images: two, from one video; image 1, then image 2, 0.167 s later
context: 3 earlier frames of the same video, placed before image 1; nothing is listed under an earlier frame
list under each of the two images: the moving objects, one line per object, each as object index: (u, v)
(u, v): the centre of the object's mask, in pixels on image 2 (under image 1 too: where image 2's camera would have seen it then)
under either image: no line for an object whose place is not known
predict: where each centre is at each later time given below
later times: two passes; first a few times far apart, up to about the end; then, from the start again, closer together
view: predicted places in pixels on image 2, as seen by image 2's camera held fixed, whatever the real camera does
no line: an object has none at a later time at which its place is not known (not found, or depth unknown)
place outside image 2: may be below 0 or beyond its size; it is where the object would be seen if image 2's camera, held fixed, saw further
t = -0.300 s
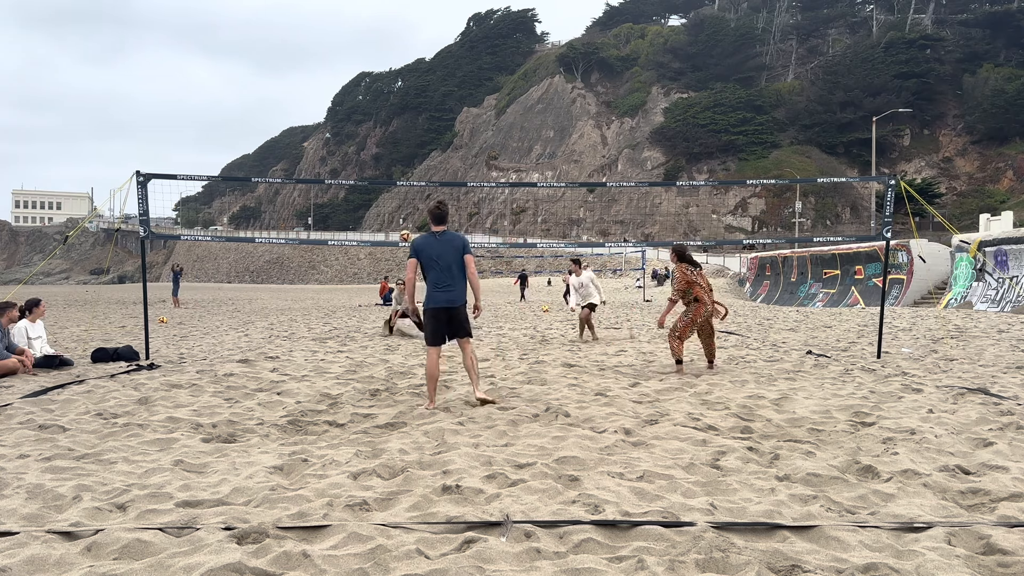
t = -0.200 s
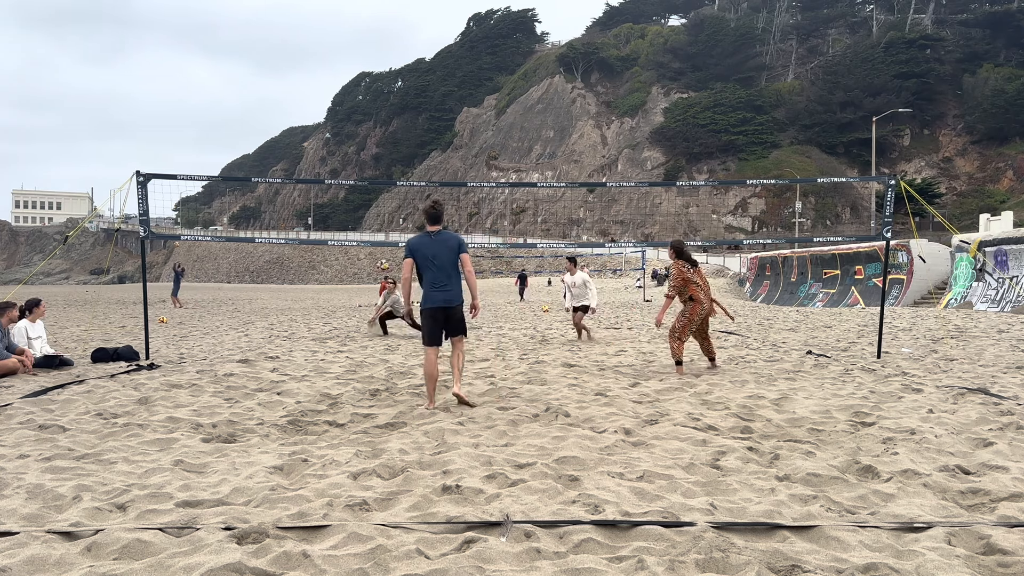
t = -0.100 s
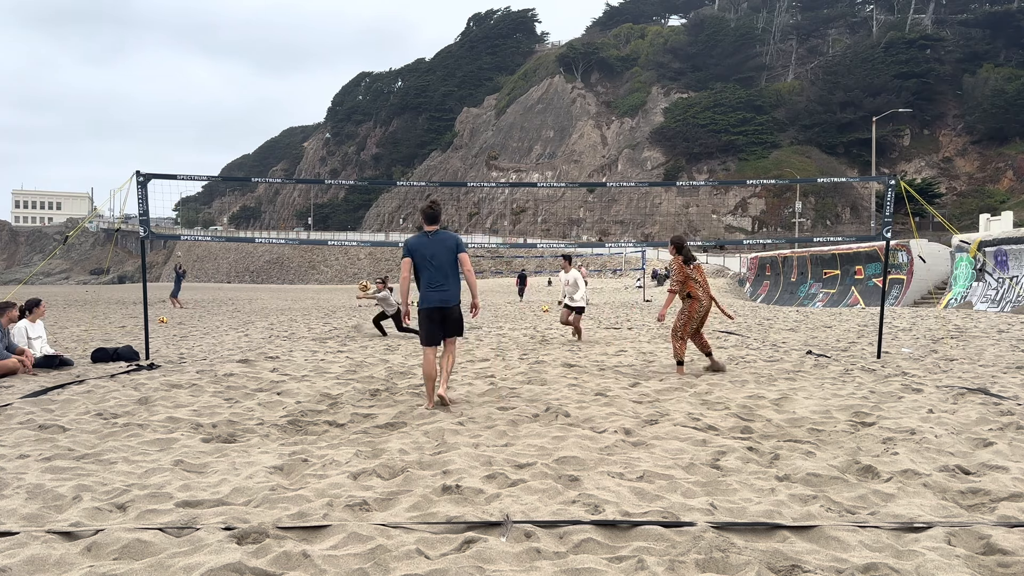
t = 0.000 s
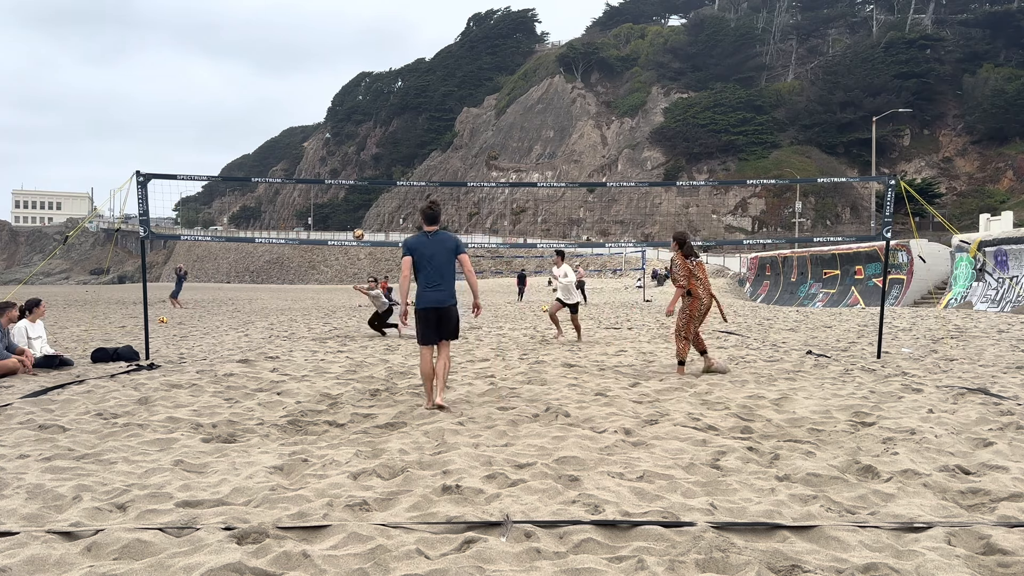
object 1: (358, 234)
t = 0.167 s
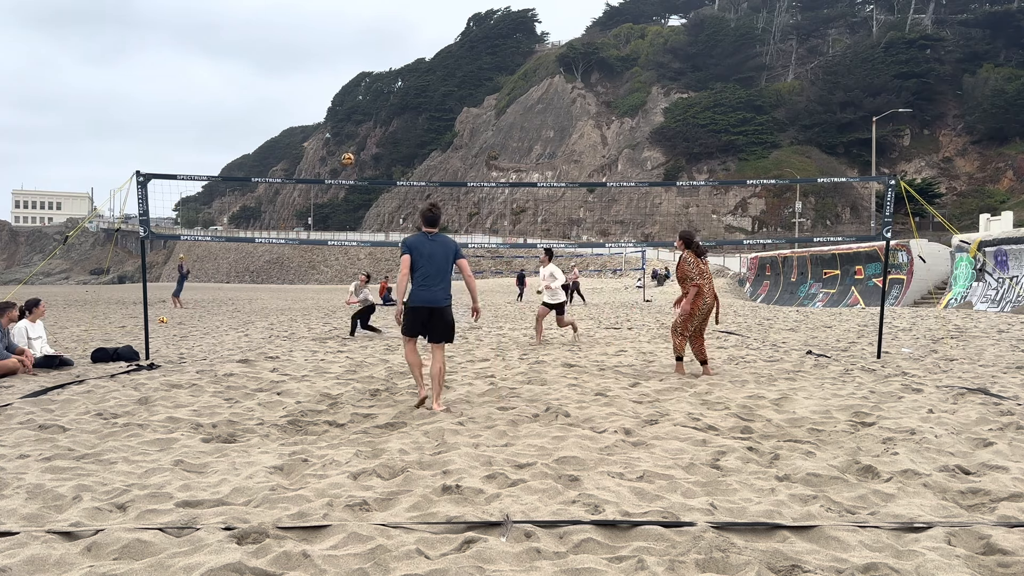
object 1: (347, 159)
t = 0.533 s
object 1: (325, 42)
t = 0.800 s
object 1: (310, 5)
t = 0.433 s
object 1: (331, 66)
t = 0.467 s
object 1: (329, 58)
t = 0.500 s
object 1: (327, 50)
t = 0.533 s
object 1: (325, 42)
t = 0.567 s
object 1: (323, 35)
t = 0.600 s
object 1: (321, 29)
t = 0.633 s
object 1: (320, 23)
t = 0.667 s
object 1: (318, 18)
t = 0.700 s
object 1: (316, 13)
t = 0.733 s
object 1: (314, 9)
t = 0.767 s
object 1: (312, 6)
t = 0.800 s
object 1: (310, 5)
